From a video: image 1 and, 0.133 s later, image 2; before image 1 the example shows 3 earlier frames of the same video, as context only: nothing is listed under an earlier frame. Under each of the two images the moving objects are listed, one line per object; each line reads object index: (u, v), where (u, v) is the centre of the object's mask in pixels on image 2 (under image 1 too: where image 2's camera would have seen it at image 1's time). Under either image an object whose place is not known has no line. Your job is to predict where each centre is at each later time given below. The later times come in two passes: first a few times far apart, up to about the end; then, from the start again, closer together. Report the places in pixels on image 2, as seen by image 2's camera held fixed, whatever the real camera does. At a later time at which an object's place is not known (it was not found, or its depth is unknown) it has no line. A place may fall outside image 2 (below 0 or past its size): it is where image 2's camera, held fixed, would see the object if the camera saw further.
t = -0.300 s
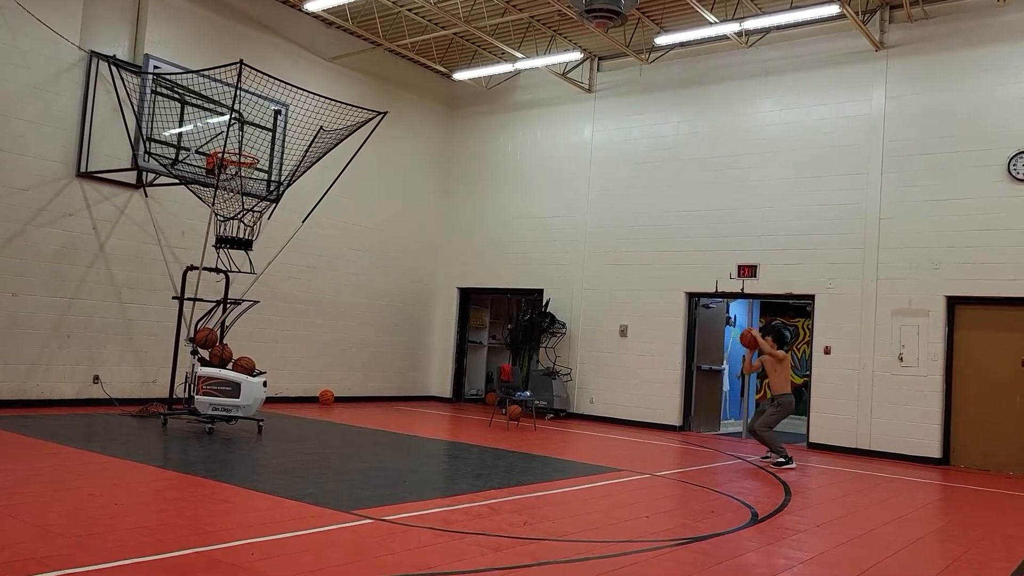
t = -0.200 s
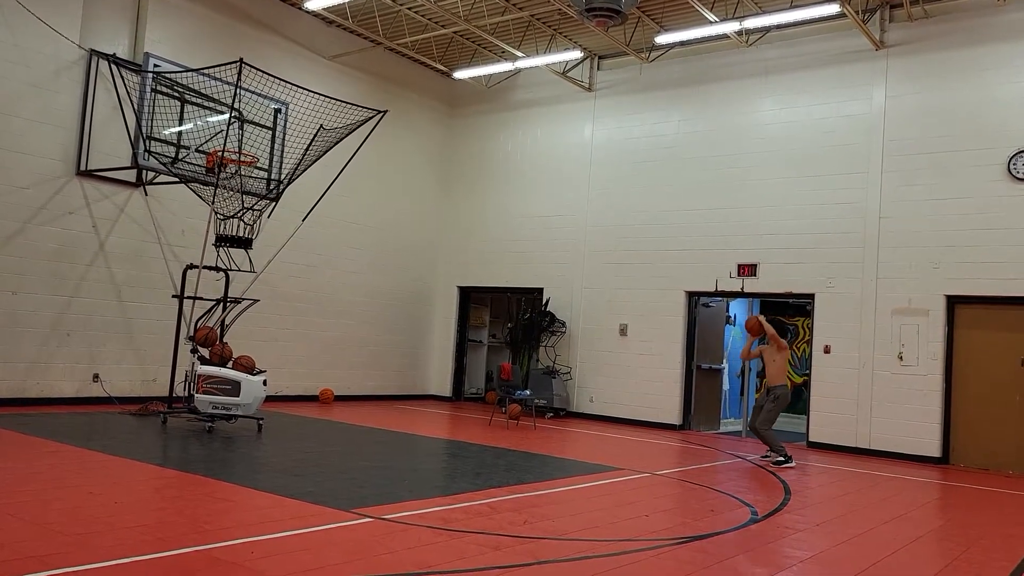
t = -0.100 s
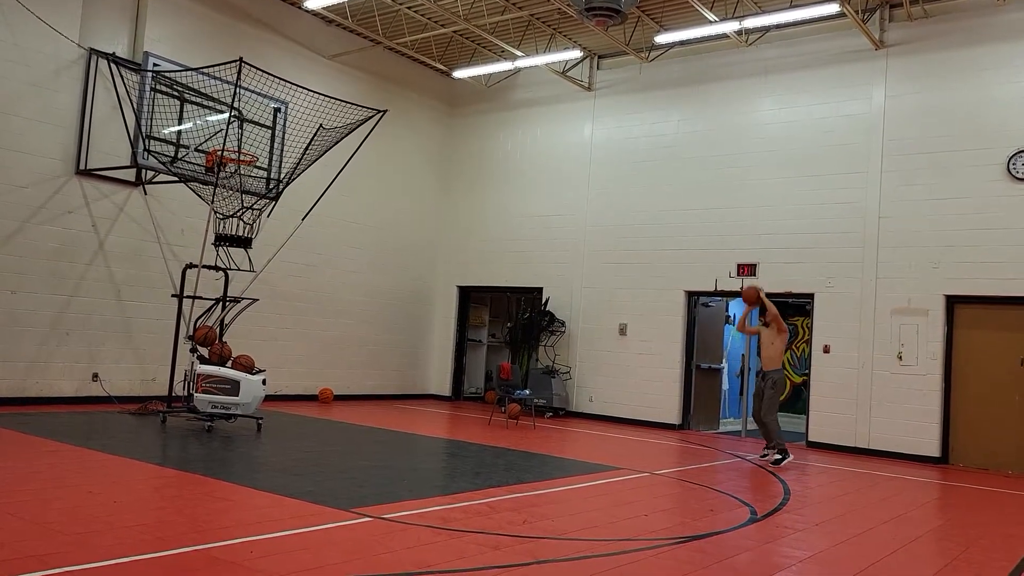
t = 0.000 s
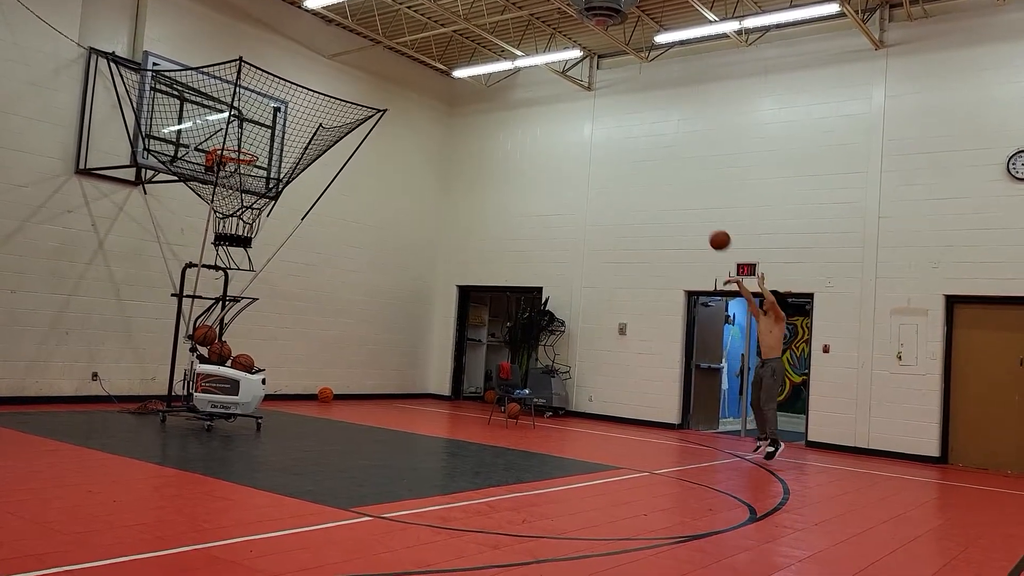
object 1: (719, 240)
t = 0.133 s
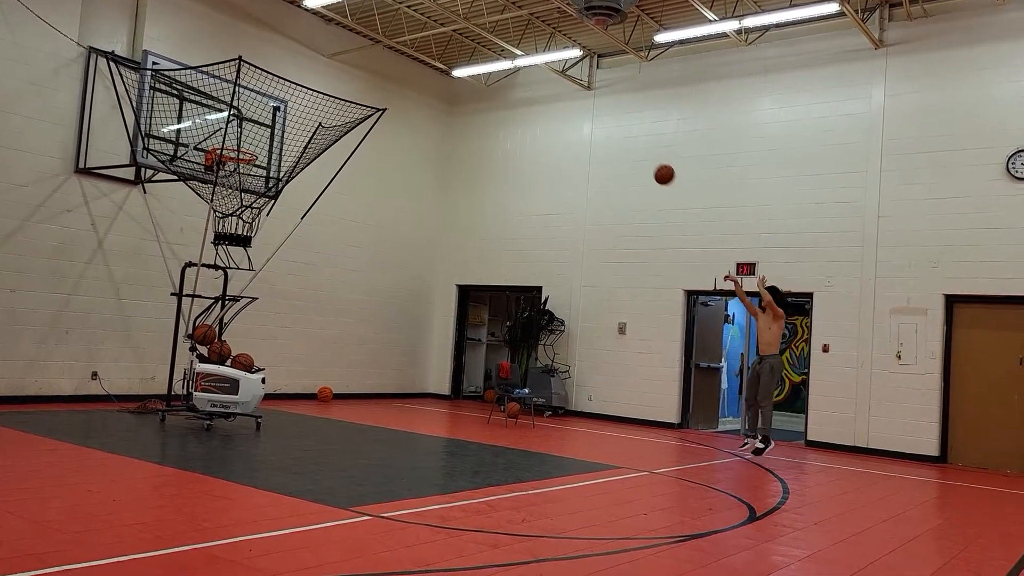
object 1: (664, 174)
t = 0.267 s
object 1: (608, 123)
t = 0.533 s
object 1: (495, 67)
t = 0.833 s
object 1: (361, 74)
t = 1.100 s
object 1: (235, 146)
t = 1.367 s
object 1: (233, 209)
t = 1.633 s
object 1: (267, 197)
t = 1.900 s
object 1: (261, 184)
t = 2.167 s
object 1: (252, 197)
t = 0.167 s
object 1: (650, 160)
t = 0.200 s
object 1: (636, 147)
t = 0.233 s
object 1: (623, 135)
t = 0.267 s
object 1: (608, 123)
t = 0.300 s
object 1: (594, 113)
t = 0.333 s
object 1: (580, 104)
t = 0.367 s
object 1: (566, 95)
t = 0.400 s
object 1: (552, 87)
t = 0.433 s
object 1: (538, 81)
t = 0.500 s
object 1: (510, 71)
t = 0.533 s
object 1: (495, 67)
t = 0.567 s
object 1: (480, 64)
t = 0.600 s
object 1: (466, 60)
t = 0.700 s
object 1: (421, 61)
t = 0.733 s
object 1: (406, 63)
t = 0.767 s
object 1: (391, 66)
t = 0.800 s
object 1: (376, 69)
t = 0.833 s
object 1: (361, 74)
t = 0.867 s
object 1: (345, 80)
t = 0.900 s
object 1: (330, 86)
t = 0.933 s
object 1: (314, 94)
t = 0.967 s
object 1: (299, 103)
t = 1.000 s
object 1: (283, 112)
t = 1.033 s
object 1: (267, 122)
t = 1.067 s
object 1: (252, 134)
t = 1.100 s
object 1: (235, 146)
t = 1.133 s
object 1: (227, 160)
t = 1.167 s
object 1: (217, 166)
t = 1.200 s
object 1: (216, 179)
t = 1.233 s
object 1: (215, 188)
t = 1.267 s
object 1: (218, 194)
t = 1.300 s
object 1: (222, 201)
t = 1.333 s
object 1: (226, 207)
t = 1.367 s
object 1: (233, 209)
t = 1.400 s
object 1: (241, 211)
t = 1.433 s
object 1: (248, 213)
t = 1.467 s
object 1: (254, 214)
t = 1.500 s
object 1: (260, 213)
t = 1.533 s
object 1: (263, 210)
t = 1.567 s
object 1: (265, 206)
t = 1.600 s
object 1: (266, 202)
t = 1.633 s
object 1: (267, 197)
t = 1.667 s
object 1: (267, 192)
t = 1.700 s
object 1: (266, 189)
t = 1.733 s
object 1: (266, 186)
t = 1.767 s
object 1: (265, 184)
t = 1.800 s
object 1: (264, 183)
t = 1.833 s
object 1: (263, 182)
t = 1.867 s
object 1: (263, 183)
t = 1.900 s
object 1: (261, 184)
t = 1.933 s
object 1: (261, 187)
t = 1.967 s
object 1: (259, 191)
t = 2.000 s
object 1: (258, 195)
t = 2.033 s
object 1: (257, 198)
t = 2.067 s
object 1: (256, 199)
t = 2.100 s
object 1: (255, 198)
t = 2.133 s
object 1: (254, 197)
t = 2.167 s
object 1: (252, 197)
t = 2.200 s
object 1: (250, 197)
